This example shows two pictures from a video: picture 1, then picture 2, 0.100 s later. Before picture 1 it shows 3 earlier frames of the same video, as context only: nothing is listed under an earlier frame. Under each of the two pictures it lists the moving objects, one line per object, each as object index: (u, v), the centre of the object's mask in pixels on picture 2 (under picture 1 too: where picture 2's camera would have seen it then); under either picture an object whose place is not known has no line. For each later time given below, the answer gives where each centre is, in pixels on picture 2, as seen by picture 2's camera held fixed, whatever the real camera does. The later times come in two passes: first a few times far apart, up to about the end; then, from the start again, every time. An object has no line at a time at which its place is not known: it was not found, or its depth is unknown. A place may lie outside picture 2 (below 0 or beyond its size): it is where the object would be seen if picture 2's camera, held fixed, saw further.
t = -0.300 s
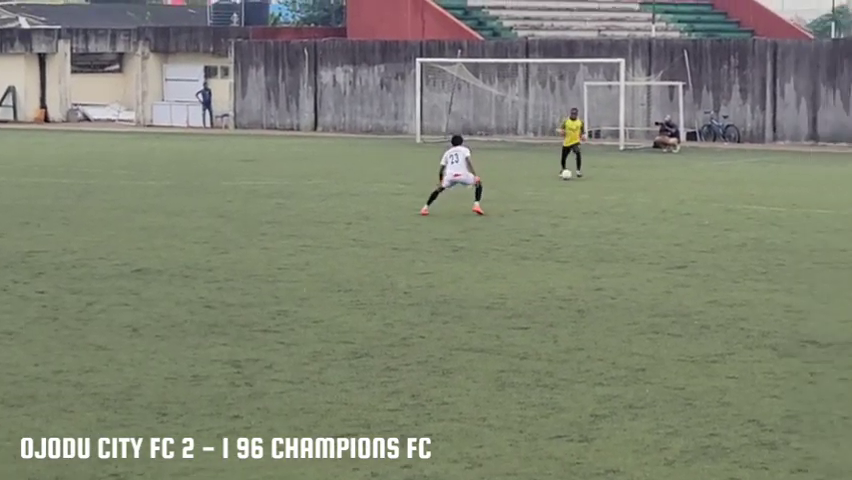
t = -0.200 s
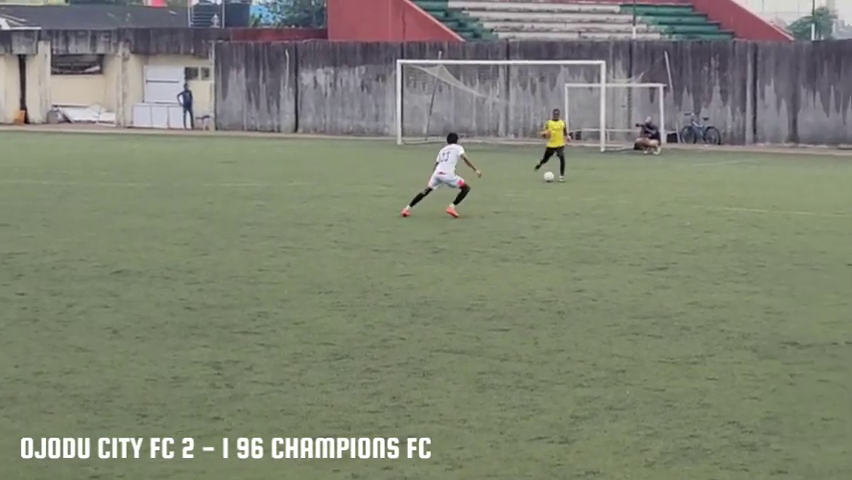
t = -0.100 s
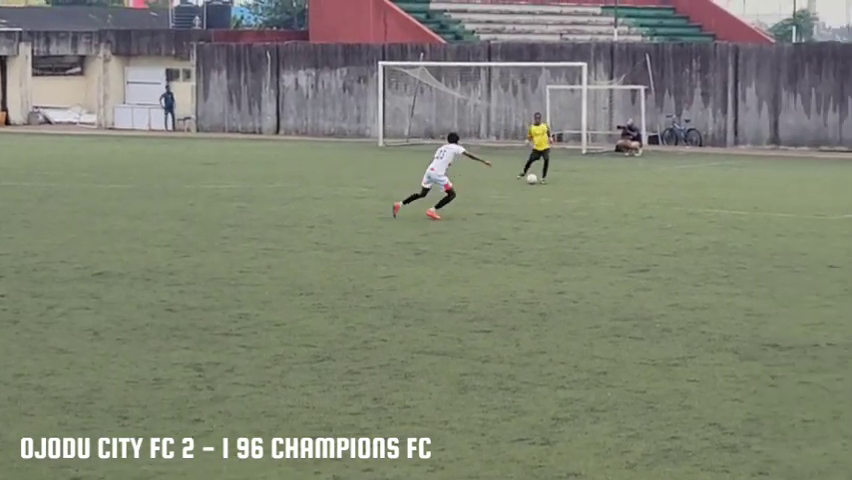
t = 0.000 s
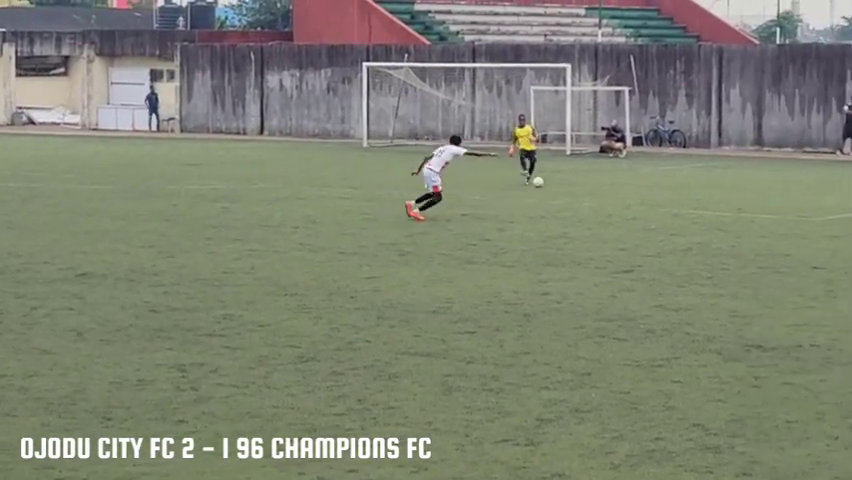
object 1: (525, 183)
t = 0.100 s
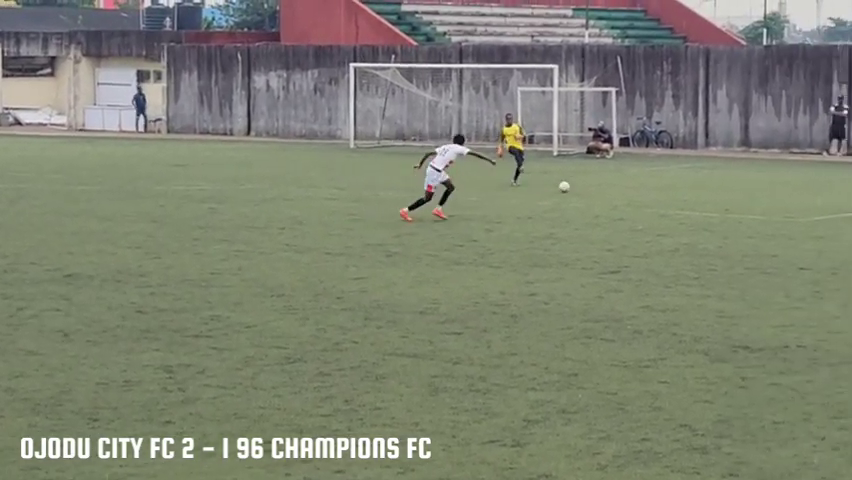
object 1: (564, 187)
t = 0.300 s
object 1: (646, 196)
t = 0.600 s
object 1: (781, 207)
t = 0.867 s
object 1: (912, 225)
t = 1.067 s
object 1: (1015, 236)
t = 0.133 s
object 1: (577, 188)
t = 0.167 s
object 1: (591, 189)
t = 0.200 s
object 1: (604, 190)
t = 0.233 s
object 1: (618, 192)
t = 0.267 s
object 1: (632, 195)
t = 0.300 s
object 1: (646, 196)
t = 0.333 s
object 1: (660, 196)
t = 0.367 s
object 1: (674, 197)
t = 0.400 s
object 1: (689, 199)
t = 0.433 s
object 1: (704, 202)
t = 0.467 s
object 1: (719, 204)
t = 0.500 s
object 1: (734, 203)
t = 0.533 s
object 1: (749, 204)
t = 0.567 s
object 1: (765, 205)
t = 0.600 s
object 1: (781, 207)
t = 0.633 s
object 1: (797, 210)
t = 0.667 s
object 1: (813, 214)
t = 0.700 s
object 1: (829, 216)
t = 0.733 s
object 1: (845, 216)
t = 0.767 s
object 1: (862, 218)
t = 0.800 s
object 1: (878, 221)
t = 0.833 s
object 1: (895, 224)
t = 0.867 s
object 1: (912, 225)
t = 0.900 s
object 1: (929, 227)
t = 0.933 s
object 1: (946, 230)
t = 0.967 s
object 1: (963, 231)
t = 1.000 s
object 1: (981, 233)
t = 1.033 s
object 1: (998, 235)
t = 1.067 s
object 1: (1015, 236)
